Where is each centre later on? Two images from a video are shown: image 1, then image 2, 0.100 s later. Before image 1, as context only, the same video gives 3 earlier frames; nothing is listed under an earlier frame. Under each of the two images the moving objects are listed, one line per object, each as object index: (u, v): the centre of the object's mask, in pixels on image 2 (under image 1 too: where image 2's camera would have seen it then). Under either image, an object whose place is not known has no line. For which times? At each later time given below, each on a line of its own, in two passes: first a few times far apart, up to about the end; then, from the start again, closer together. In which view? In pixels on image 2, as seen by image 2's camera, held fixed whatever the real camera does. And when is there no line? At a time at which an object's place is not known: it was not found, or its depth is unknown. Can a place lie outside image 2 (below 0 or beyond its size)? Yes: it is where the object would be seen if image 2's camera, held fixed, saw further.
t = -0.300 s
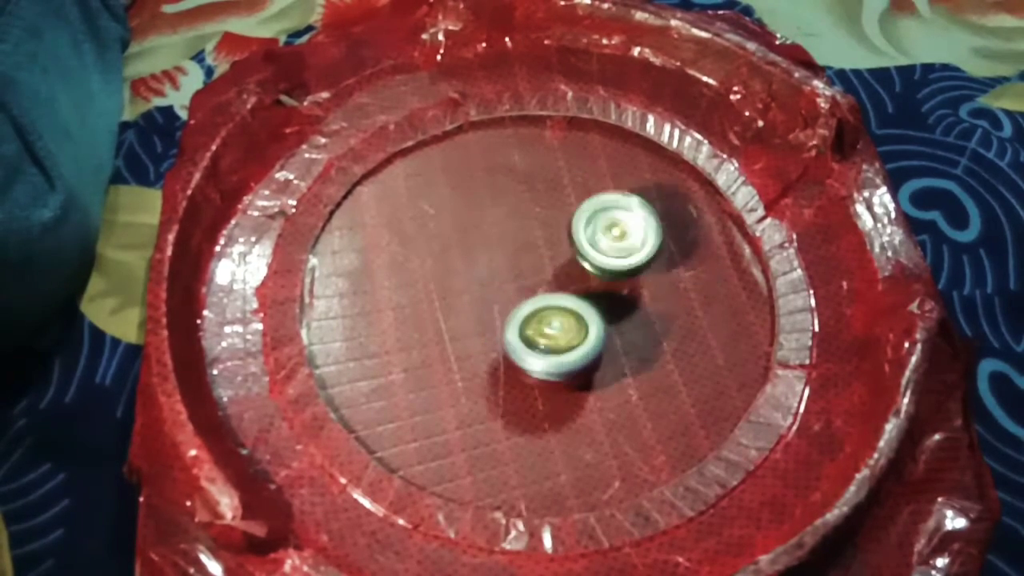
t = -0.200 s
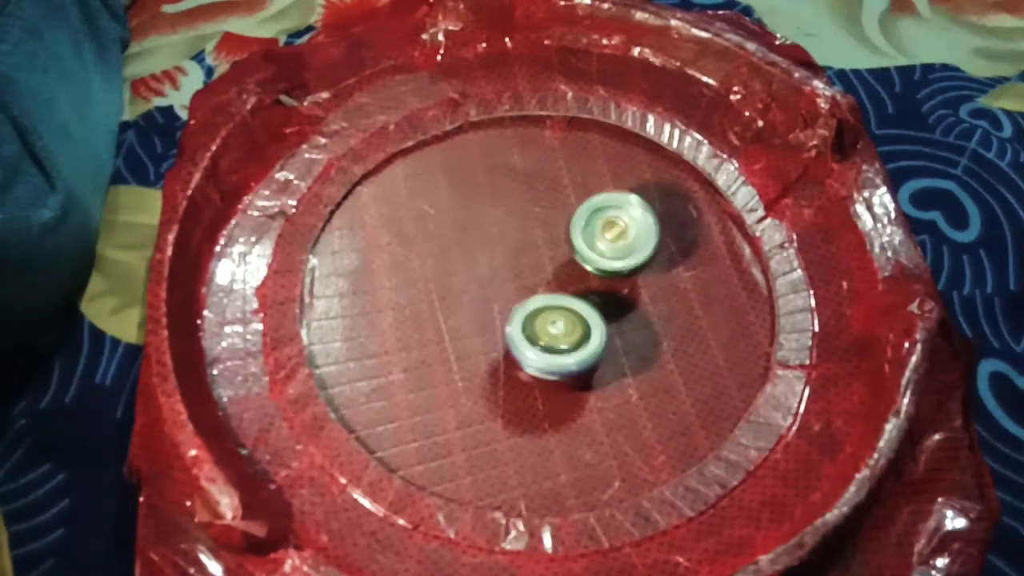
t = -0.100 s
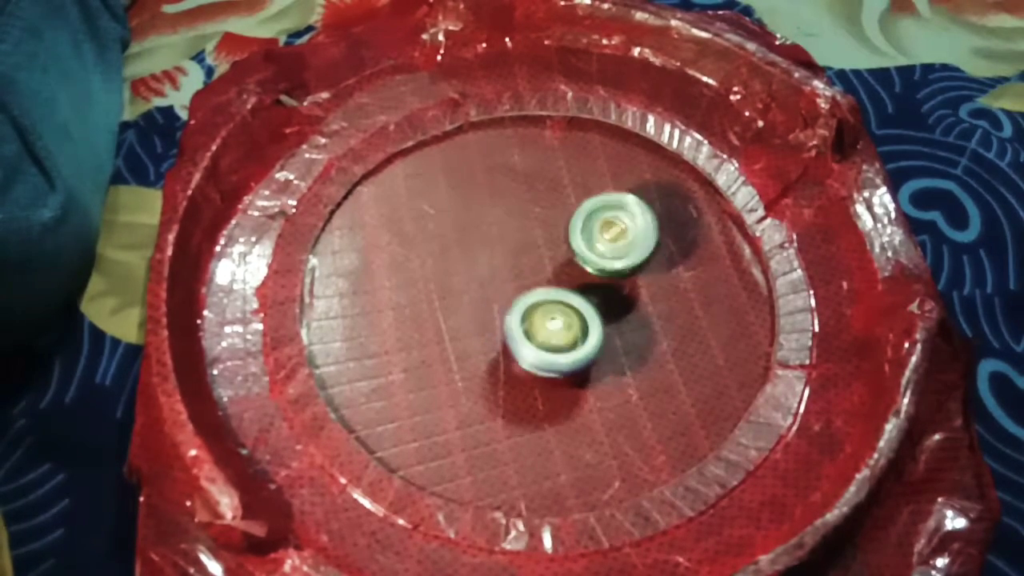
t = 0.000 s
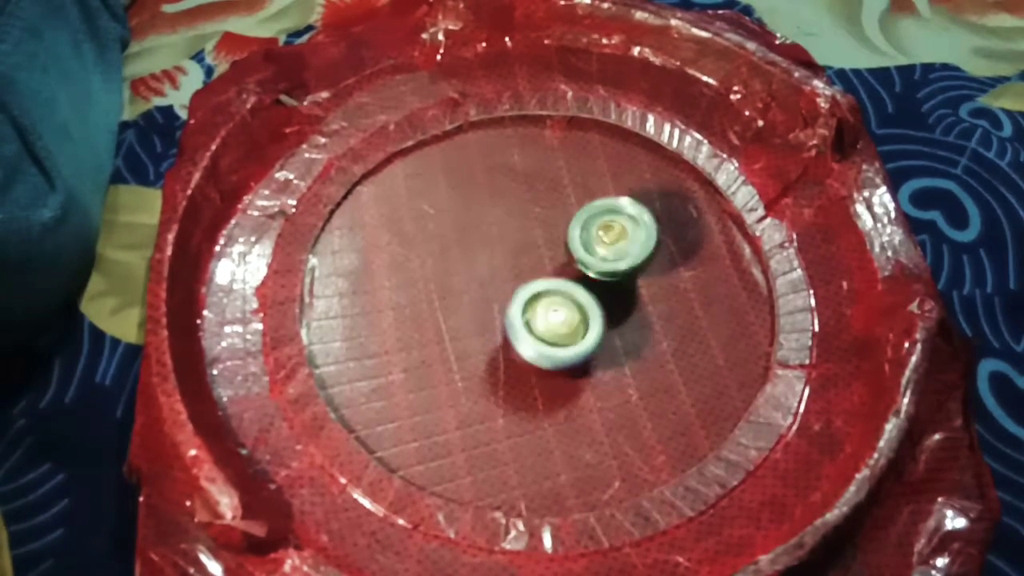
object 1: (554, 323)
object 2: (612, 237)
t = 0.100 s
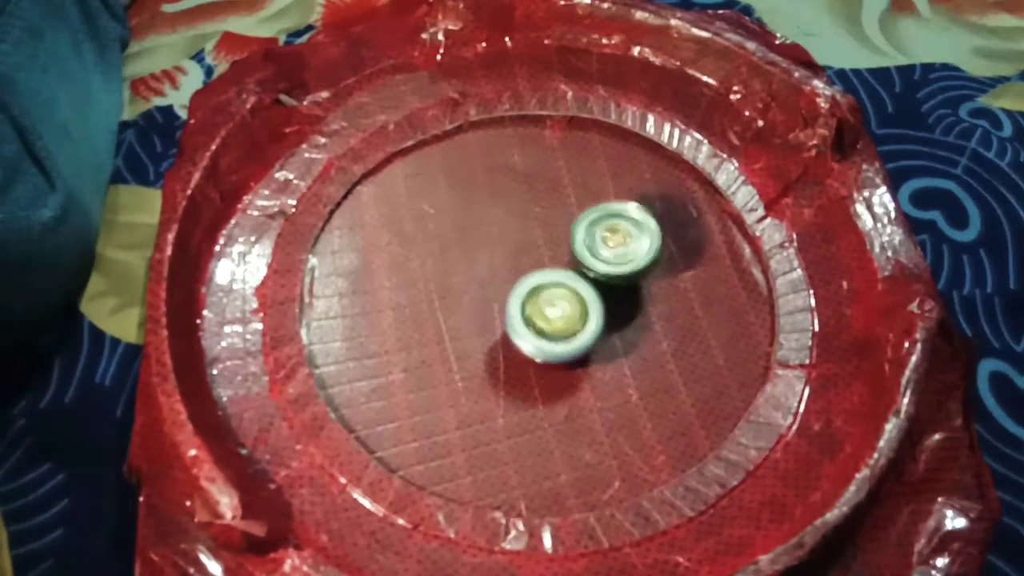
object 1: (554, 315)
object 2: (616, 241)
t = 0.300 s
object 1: (553, 309)
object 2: (638, 240)
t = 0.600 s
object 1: (556, 306)
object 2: (645, 256)
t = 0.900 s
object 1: (546, 306)
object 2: (626, 251)
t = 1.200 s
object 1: (541, 304)
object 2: (629, 244)
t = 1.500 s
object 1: (545, 308)
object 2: (627, 248)
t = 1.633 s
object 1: (544, 314)
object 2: (617, 254)
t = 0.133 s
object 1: (553, 311)
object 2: (619, 242)
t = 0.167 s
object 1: (550, 310)
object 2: (627, 240)
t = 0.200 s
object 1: (550, 308)
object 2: (630, 239)
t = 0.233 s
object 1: (552, 307)
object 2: (632, 239)
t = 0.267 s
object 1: (554, 308)
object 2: (634, 239)
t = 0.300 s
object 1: (553, 309)
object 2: (638, 240)
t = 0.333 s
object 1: (552, 308)
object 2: (640, 242)
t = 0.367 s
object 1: (553, 306)
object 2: (641, 243)
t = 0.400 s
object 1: (555, 307)
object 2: (644, 245)
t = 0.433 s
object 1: (555, 308)
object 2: (645, 248)
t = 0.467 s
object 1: (555, 308)
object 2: (646, 249)
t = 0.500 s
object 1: (555, 306)
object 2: (647, 251)
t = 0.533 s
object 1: (555, 306)
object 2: (646, 253)
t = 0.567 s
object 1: (556, 306)
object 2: (645, 255)
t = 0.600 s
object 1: (556, 306)
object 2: (645, 256)
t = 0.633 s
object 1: (555, 306)
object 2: (642, 258)
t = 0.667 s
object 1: (552, 305)
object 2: (641, 259)
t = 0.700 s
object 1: (549, 303)
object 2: (643, 257)
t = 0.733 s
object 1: (550, 304)
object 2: (638, 257)
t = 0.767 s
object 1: (550, 307)
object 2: (635, 256)
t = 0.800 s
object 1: (547, 307)
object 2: (634, 254)
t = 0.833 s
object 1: (545, 307)
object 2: (632, 253)
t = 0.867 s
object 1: (545, 306)
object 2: (628, 252)
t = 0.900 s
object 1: (546, 306)
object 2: (626, 251)
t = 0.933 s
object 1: (545, 305)
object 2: (626, 251)
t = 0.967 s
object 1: (543, 305)
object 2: (623, 250)
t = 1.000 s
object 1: (543, 303)
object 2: (623, 250)
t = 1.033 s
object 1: (543, 304)
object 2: (626, 249)
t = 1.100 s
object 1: (542, 303)
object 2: (623, 248)
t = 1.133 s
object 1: (541, 301)
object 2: (624, 244)
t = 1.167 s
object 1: (542, 301)
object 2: (626, 243)
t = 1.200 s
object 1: (541, 304)
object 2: (629, 244)
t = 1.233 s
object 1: (540, 304)
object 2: (628, 242)
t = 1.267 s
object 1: (538, 304)
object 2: (629, 240)
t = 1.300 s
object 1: (538, 303)
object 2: (632, 240)
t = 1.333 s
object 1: (537, 304)
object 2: (630, 242)
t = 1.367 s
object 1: (538, 303)
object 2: (629, 242)
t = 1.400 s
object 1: (541, 302)
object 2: (629, 241)
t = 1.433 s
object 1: (545, 305)
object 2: (629, 243)
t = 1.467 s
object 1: (545, 308)
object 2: (628, 245)
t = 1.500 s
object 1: (545, 308)
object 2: (627, 248)
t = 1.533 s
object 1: (546, 308)
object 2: (624, 250)
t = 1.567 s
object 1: (549, 311)
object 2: (623, 251)
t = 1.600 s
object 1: (547, 315)
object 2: (621, 253)
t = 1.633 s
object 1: (544, 314)
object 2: (617, 254)
